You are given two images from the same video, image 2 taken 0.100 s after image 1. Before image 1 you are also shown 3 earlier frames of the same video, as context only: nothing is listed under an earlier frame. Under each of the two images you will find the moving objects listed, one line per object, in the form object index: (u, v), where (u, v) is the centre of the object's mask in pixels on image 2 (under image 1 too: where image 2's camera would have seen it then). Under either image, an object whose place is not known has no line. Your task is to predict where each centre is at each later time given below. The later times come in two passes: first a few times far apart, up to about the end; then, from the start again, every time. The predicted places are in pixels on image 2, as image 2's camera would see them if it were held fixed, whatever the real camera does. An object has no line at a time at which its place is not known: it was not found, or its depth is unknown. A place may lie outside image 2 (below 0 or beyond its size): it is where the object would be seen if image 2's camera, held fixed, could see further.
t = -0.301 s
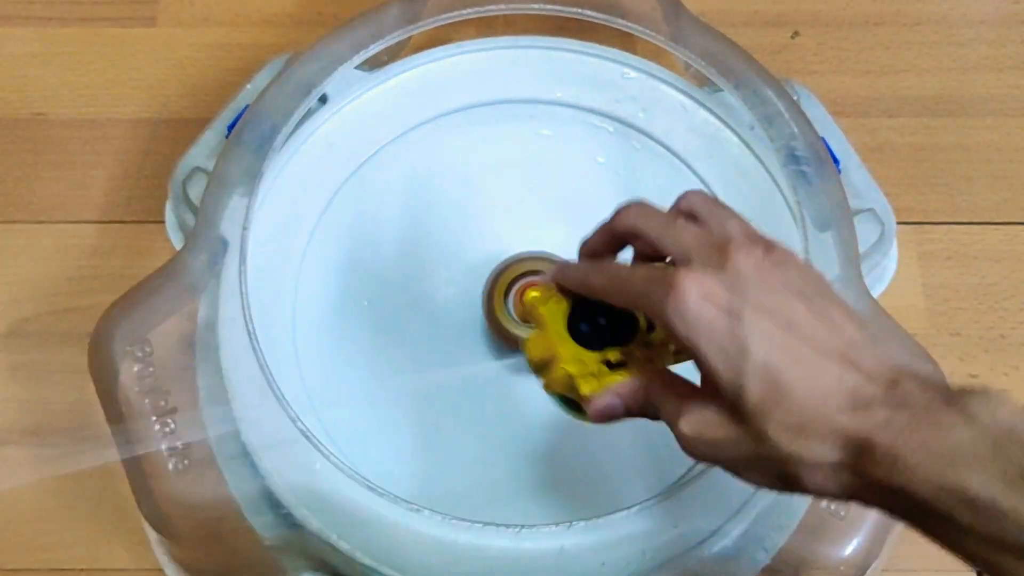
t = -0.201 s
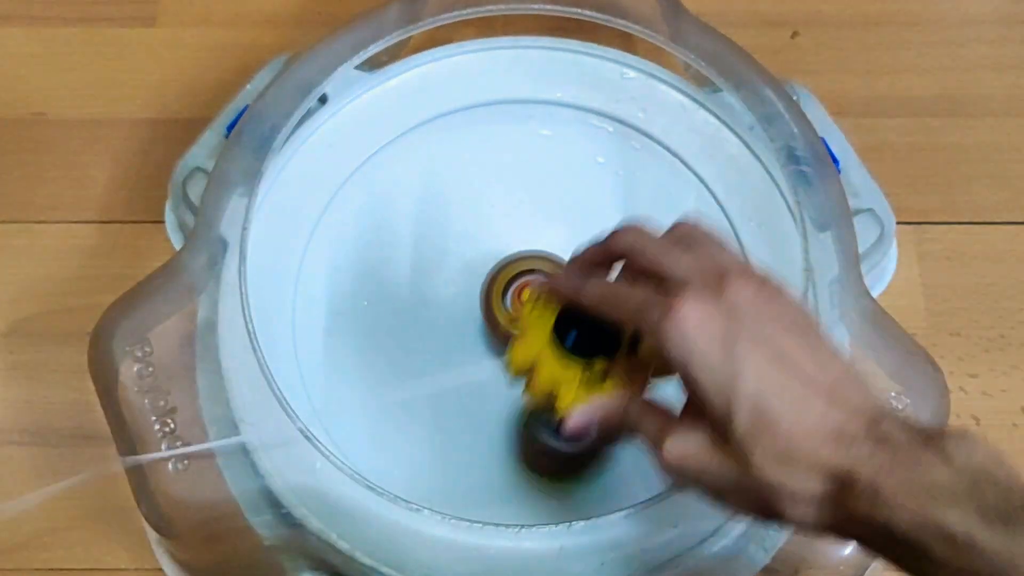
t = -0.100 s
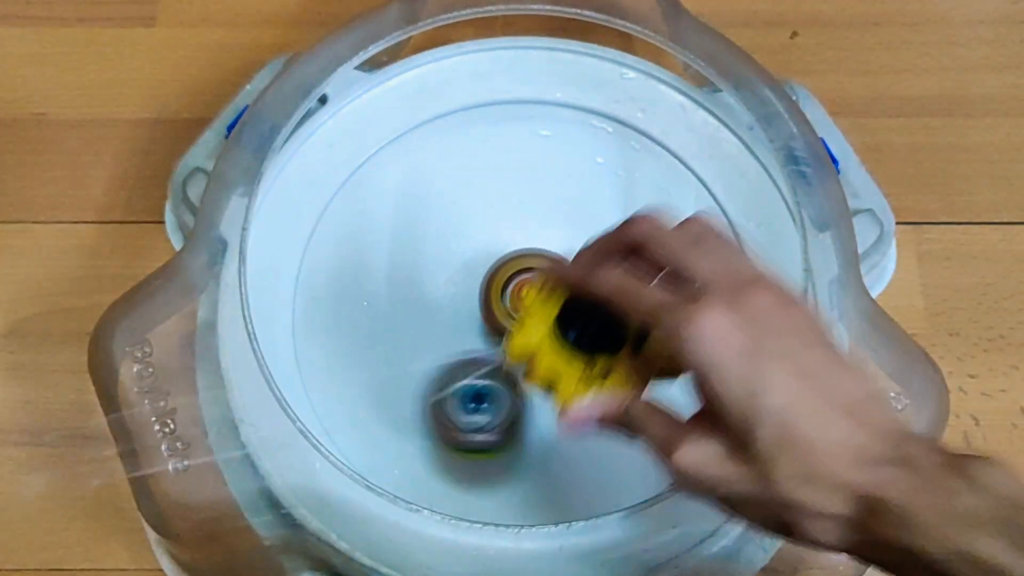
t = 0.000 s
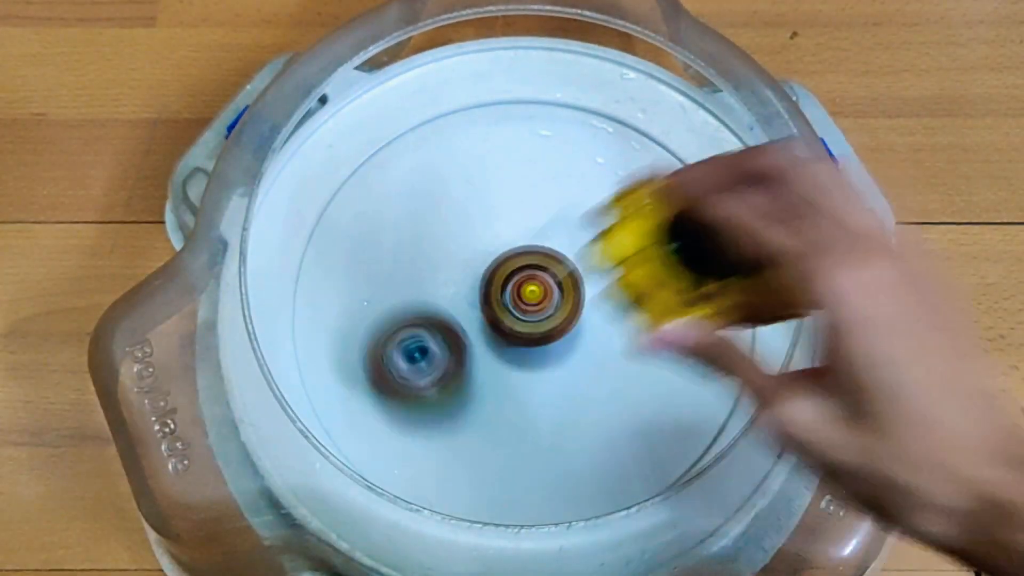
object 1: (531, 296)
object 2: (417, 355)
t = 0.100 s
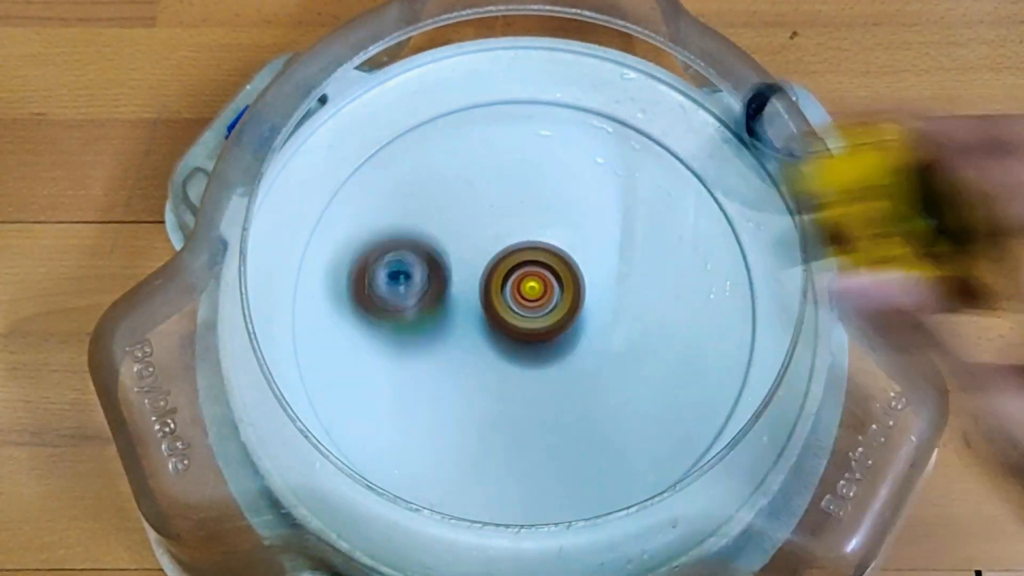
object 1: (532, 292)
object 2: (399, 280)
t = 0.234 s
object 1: (536, 287)
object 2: (453, 172)
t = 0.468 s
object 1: (535, 294)
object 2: (683, 108)
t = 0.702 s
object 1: (534, 285)
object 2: (752, 290)
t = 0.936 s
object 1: (532, 293)
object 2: (591, 442)
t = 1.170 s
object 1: (528, 285)
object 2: (447, 376)
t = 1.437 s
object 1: (556, 286)
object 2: (423, 296)
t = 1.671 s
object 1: (549, 313)
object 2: (440, 277)
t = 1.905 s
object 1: (542, 321)
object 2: (443, 269)
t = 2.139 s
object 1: (576, 346)
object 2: (432, 260)
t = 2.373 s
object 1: (557, 360)
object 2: (448, 275)
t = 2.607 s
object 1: (550, 334)
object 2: (444, 287)
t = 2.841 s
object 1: (573, 306)
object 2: (448, 295)
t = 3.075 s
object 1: (596, 297)
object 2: (460, 301)
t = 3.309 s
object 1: (591, 297)
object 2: (474, 310)
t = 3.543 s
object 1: (646, 298)
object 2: (426, 317)
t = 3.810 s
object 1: (588, 324)
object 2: (476, 306)
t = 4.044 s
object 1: (589, 283)
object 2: (453, 295)
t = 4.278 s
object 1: (586, 252)
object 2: (474, 293)
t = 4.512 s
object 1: (583, 240)
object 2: (486, 303)
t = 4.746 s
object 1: (568, 227)
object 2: (493, 317)
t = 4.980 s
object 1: (557, 219)
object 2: (514, 323)
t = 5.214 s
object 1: (541, 206)
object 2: (533, 330)
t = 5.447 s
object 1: (535, 212)
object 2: (549, 346)
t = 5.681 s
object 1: (531, 229)
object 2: (558, 348)
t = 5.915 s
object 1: (490, 261)
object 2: (571, 347)
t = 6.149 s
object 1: (459, 285)
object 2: (575, 334)
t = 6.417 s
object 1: (433, 310)
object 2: (569, 314)
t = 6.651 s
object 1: (448, 315)
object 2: (557, 301)
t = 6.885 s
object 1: (428, 352)
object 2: (588, 272)
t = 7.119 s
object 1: (428, 355)
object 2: (563, 271)
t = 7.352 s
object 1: (480, 368)
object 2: (545, 263)
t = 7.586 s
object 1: (512, 391)
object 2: (532, 261)
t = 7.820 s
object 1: (541, 386)
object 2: (521, 269)
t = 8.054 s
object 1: (584, 373)
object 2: (504, 265)
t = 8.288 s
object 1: (612, 348)
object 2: (505, 277)
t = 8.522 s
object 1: (618, 301)
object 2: (509, 289)
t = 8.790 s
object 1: (619, 260)
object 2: (512, 301)
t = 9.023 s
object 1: (600, 226)
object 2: (504, 325)
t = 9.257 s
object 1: (567, 212)
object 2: (514, 331)
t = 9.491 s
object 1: (520, 222)
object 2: (534, 324)
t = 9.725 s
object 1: (470, 239)
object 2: (547, 315)
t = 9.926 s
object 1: (437, 271)
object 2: (560, 304)
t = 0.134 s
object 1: (532, 290)
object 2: (404, 251)
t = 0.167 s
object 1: (533, 288)
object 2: (415, 222)
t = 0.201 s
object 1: (535, 287)
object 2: (432, 197)
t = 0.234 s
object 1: (536, 287)
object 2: (453, 172)
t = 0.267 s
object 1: (538, 288)
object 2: (479, 148)
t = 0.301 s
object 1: (539, 289)
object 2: (508, 130)
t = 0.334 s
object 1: (540, 291)
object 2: (543, 113)
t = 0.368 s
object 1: (539, 292)
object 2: (577, 102)
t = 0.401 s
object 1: (538, 293)
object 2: (614, 98)
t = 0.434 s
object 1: (536, 294)
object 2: (652, 101)
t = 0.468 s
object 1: (535, 294)
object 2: (683, 108)
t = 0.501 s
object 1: (533, 293)
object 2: (705, 128)
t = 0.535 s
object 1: (531, 291)
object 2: (723, 156)
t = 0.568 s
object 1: (530, 289)
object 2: (736, 182)
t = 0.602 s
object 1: (530, 287)
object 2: (745, 210)
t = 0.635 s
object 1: (531, 286)
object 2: (751, 238)
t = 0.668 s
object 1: (532, 285)
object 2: (754, 262)
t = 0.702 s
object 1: (534, 285)
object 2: (752, 290)
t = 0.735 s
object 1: (535, 286)
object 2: (742, 324)
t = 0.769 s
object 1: (536, 287)
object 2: (725, 357)
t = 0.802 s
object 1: (537, 288)
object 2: (704, 382)
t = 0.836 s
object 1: (537, 290)
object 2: (680, 405)
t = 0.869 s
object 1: (536, 292)
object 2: (653, 422)
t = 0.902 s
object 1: (534, 293)
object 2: (623, 435)
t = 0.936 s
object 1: (532, 293)
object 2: (591, 442)
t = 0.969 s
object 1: (531, 292)
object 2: (563, 443)
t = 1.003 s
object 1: (529, 291)
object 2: (536, 440)
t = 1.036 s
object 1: (528, 290)
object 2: (513, 432)
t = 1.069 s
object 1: (528, 289)
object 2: (490, 421)
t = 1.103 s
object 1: (528, 288)
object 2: (473, 407)
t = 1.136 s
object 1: (527, 286)
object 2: (457, 392)
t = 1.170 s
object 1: (528, 285)
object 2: (447, 376)
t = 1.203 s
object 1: (528, 284)
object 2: (439, 361)
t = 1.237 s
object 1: (529, 284)
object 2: (434, 346)
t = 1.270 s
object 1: (530, 284)
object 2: (432, 332)
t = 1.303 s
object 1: (535, 283)
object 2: (428, 322)
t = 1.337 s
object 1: (542, 281)
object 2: (423, 314)
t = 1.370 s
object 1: (548, 282)
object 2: (421, 307)
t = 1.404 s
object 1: (552, 283)
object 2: (422, 301)
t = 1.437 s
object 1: (556, 286)
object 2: (423, 296)
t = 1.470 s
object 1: (558, 290)
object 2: (425, 292)
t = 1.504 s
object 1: (560, 295)
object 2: (427, 288)
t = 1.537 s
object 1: (560, 299)
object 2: (430, 285)
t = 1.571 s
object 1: (559, 304)
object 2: (432, 282)
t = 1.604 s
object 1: (557, 307)
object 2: (435, 280)
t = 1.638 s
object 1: (554, 311)
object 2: (438, 279)
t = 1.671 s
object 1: (549, 313)
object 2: (440, 277)
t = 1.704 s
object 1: (545, 315)
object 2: (442, 276)
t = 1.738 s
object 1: (545, 317)
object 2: (440, 274)
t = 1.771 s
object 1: (546, 319)
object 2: (438, 272)
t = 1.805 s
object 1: (545, 320)
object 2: (438, 270)
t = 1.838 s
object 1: (545, 321)
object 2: (439, 269)
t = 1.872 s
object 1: (543, 322)
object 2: (441, 269)
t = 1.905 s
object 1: (542, 321)
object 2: (443, 269)
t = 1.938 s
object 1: (541, 321)
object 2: (445, 271)
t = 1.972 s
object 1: (550, 324)
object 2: (440, 269)
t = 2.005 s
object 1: (560, 328)
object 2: (431, 264)
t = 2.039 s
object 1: (568, 333)
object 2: (428, 262)
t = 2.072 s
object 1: (572, 337)
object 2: (428, 261)
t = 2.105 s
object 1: (575, 341)
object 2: (430, 260)
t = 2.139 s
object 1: (576, 346)
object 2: (432, 260)
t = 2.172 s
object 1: (576, 350)
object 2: (435, 261)
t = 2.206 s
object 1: (575, 354)
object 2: (439, 263)
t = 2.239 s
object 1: (572, 358)
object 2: (441, 265)
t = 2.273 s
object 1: (569, 360)
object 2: (443, 268)
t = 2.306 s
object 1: (565, 361)
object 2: (445, 271)
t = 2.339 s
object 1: (561, 361)
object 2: (447, 273)
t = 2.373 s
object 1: (557, 360)
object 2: (448, 275)
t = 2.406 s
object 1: (554, 359)
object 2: (449, 278)
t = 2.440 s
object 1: (550, 356)
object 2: (450, 281)
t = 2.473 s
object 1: (546, 352)
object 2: (451, 283)
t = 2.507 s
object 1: (542, 347)
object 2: (453, 286)
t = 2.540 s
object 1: (544, 343)
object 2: (449, 286)
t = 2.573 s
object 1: (547, 339)
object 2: (445, 286)
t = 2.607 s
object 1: (550, 334)
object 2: (444, 287)
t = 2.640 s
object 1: (553, 330)
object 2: (444, 288)
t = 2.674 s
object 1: (556, 325)
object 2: (444, 289)
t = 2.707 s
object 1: (559, 321)
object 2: (445, 291)
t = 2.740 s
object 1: (562, 317)
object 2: (445, 292)
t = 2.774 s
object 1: (566, 313)
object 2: (446, 294)
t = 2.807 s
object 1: (569, 309)
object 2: (447, 295)
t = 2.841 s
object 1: (573, 306)
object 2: (448, 295)
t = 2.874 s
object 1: (577, 303)
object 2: (449, 296)
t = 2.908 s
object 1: (581, 301)
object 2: (451, 297)
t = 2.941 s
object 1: (584, 299)
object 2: (452, 298)
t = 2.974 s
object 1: (588, 298)
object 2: (454, 299)
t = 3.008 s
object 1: (591, 297)
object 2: (455, 300)
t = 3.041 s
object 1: (594, 297)
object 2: (457, 300)
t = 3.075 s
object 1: (596, 297)
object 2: (460, 301)
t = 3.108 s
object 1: (597, 297)
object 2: (462, 303)
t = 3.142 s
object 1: (597, 298)
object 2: (465, 304)
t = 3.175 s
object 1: (596, 299)
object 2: (467, 305)
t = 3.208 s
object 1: (594, 299)
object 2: (471, 305)
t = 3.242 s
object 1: (592, 300)
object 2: (474, 306)
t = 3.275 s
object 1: (589, 299)
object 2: (477, 307)
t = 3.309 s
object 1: (591, 297)
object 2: (474, 310)
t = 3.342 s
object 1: (608, 290)
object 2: (452, 316)
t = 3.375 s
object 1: (621, 286)
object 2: (435, 320)
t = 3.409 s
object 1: (629, 285)
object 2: (426, 322)
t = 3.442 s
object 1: (635, 287)
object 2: (422, 321)
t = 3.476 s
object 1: (640, 289)
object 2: (421, 320)
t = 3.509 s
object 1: (644, 293)
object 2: (423, 319)
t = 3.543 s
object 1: (646, 298)
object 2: (426, 317)
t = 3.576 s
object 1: (647, 304)
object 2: (430, 316)
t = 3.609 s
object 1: (644, 310)
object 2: (436, 314)
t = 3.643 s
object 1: (640, 317)
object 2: (441, 312)
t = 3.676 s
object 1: (632, 322)
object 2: (449, 311)
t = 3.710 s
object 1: (622, 327)
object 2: (455, 310)
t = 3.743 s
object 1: (610, 329)
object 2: (462, 308)
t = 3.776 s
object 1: (599, 328)
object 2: (469, 307)
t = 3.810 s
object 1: (588, 324)
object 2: (476, 306)
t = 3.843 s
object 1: (588, 318)
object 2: (469, 305)
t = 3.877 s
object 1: (592, 311)
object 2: (459, 304)
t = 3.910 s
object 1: (592, 304)
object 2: (452, 302)
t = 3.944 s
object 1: (592, 299)
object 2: (450, 300)
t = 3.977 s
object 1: (591, 293)
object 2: (449, 298)
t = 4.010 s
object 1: (590, 288)
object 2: (450, 297)
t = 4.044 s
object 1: (589, 283)
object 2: (453, 295)
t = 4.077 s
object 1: (589, 279)
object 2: (456, 294)
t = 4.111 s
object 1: (587, 274)
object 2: (461, 293)
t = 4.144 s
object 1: (585, 271)
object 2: (465, 292)
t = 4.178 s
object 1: (583, 267)
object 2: (471, 291)
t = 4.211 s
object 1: (581, 263)
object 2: (475, 290)
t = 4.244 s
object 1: (583, 257)
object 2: (474, 292)
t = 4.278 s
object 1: (586, 252)
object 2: (474, 293)
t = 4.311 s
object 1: (587, 248)
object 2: (475, 294)
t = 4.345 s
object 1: (587, 247)
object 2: (476, 294)
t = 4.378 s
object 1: (587, 246)
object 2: (479, 295)
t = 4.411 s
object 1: (585, 246)
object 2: (482, 295)
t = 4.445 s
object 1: (583, 246)
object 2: (486, 295)
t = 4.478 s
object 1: (583, 244)
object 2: (487, 298)
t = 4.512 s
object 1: (583, 240)
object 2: (486, 303)
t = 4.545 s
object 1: (583, 238)
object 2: (488, 305)
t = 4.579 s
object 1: (581, 238)
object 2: (489, 306)
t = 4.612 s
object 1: (579, 238)
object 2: (491, 307)
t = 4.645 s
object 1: (576, 238)
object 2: (493, 307)
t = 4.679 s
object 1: (572, 236)
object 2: (494, 309)
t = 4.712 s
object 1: (570, 230)
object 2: (493, 314)
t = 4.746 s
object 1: (568, 227)
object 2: (493, 317)
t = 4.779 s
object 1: (566, 223)
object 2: (493, 320)
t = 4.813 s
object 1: (565, 221)
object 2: (495, 322)
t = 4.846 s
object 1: (564, 219)
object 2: (497, 323)
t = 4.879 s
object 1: (563, 218)
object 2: (501, 323)
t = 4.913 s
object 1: (563, 217)
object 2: (504, 324)
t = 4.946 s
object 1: (562, 218)
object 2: (507, 324)
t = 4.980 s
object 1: (557, 219)
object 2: (514, 323)
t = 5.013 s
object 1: (553, 221)
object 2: (517, 322)
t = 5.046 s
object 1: (549, 221)
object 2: (520, 322)
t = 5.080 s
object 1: (545, 221)
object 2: (523, 321)
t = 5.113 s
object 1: (542, 217)
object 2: (526, 325)
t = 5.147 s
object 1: (540, 212)
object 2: (528, 328)
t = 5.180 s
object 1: (540, 208)
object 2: (530, 330)
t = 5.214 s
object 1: (541, 206)
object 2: (533, 330)
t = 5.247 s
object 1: (542, 207)
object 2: (535, 330)
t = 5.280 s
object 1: (543, 209)
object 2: (537, 329)
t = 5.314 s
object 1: (544, 213)
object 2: (539, 328)
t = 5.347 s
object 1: (545, 218)
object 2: (541, 326)
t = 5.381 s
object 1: (543, 222)
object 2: (544, 327)
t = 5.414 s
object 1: (538, 217)
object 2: (547, 339)
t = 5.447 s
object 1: (535, 212)
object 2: (549, 346)
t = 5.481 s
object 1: (535, 209)
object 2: (551, 350)
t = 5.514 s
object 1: (535, 208)
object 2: (551, 350)
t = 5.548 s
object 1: (535, 209)
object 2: (552, 350)
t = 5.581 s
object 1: (536, 212)
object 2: (554, 350)
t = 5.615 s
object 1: (536, 217)
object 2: (555, 350)
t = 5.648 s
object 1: (534, 223)
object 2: (557, 349)
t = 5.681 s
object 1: (531, 229)
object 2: (558, 348)
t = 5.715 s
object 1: (527, 235)
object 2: (559, 347)
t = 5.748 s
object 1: (522, 241)
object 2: (561, 345)
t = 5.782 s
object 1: (518, 248)
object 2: (562, 344)
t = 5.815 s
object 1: (513, 253)
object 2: (563, 344)
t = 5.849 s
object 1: (505, 256)
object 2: (569, 346)
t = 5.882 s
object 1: (497, 259)
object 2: (572, 347)
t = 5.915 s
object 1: (490, 261)
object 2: (571, 347)
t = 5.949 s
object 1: (484, 264)
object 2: (571, 346)
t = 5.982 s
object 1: (479, 267)
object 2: (572, 344)
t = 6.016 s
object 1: (474, 271)
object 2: (573, 343)
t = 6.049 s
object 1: (470, 274)
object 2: (573, 341)
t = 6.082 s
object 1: (466, 277)
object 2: (574, 338)
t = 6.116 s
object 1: (462, 281)
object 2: (574, 336)
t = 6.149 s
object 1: (459, 285)
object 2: (575, 334)
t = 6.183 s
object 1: (455, 289)
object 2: (575, 332)
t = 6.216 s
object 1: (452, 293)
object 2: (575, 329)
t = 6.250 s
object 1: (448, 297)
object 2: (574, 327)
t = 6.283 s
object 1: (445, 300)
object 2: (574, 324)
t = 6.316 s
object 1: (442, 303)
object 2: (573, 322)
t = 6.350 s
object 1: (439, 305)
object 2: (572, 319)
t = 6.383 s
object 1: (436, 308)
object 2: (570, 317)
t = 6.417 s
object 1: (433, 310)
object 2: (569, 314)
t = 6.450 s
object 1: (431, 311)
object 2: (568, 312)
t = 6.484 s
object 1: (431, 311)
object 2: (566, 310)
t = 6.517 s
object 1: (431, 311)
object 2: (565, 308)
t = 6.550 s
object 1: (434, 311)
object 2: (563, 306)
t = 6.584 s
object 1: (437, 312)
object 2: (560, 304)
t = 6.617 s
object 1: (442, 313)
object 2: (558, 303)
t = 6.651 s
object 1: (448, 315)
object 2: (557, 301)
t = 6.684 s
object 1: (448, 319)
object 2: (560, 297)
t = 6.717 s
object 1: (451, 323)
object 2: (560, 295)
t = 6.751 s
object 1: (455, 328)
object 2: (559, 294)
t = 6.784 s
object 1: (449, 335)
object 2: (565, 289)
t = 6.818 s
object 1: (438, 345)
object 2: (577, 282)
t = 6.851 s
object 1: (432, 350)
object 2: (585, 275)
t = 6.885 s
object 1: (428, 352)
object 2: (588, 272)
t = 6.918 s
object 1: (425, 354)
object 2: (587, 270)
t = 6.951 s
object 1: (423, 356)
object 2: (585, 270)
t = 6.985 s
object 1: (421, 357)
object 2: (581, 270)
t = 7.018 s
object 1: (421, 357)
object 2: (577, 270)
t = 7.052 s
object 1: (422, 357)
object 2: (572, 270)
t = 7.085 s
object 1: (425, 356)
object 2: (568, 270)
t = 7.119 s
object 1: (428, 355)
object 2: (563, 271)
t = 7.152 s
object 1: (434, 354)
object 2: (559, 272)
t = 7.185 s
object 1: (441, 354)
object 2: (556, 273)
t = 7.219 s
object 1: (450, 353)
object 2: (552, 274)
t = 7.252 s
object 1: (458, 352)
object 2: (548, 275)
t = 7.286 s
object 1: (467, 352)
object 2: (544, 276)
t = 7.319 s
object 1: (474, 361)
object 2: (545, 270)
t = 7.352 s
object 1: (480, 368)
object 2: (545, 263)
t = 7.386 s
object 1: (486, 373)
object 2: (544, 260)
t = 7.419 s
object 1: (491, 378)
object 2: (542, 261)
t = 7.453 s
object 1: (496, 382)
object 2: (540, 260)
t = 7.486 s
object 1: (501, 385)
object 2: (538, 260)
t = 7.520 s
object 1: (505, 388)
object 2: (536, 260)
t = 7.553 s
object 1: (508, 389)
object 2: (534, 261)
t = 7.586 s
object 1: (512, 391)
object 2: (532, 261)
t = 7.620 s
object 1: (515, 392)
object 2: (530, 262)
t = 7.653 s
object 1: (519, 393)
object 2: (529, 262)
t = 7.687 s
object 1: (523, 393)
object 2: (527, 264)
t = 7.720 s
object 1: (528, 392)
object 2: (525, 265)
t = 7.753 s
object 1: (532, 391)
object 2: (524, 266)
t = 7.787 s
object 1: (536, 388)
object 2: (522, 268)
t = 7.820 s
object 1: (541, 386)
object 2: (521, 269)
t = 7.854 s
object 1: (545, 382)
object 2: (520, 271)
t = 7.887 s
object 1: (549, 378)
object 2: (519, 274)
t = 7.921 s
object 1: (554, 375)
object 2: (518, 274)
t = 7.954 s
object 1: (560, 372)
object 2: (516, 275)
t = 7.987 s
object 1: (569, 373)
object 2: (511, 271)
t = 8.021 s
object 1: (577, 374)
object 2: (507, 266)
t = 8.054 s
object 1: (584, 373)
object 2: (504, 265)
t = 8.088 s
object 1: (590, 372)
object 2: (503, 265)
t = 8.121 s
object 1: (596, 370)
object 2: (504, 268)
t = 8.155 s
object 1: (601, 367)
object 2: (504, 269)
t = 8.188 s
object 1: (605, 363)
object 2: (504, 271)
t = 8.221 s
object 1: (608, 359)
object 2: (504, 273)
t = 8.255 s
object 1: (611, 354)
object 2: (504, 275)
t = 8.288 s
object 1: (612, 348)
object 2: (505, 277)
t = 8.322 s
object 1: (613, 342)
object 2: (505, 278)
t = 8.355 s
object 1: (612, 335)
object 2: (506, 281)
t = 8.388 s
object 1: (611, 328)
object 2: (507, 282)
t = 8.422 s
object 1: (611, 321)
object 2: (507, 284)
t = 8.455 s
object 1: (614, 313)
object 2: (507, 286)
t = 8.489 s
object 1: (616, 307)
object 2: (507, 289)
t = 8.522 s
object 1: (618, 301)
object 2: (509, 289)
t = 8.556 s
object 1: (619, 295)
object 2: (509, 291)
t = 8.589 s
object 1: (619, 289)
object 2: (510, 292)
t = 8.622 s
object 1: (619, 283)
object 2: (510, 294)
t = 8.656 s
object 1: (622, 277)
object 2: (507, 297)
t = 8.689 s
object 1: (623, 272)
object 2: (508, 298)
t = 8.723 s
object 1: (623, 268)
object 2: (510, 299)
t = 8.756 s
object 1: (621, 264)
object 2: (510, 299)
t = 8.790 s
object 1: (619, 260)
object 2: (512, 301)
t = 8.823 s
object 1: (616, 257)
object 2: (514, 302)
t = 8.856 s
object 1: (612, 254)
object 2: (515, 303)
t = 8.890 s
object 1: (608, 250)
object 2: (514, 307)
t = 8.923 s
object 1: (604, 246)
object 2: (516, 309)
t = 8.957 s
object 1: (601, 242)
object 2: (514, 311)
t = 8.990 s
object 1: (602, 233)
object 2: (508, 319)
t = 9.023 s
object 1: (600, 226)
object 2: (504, 325)
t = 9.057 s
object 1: (598, 222)
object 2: (503, 329)
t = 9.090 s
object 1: (595, 217)
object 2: (503, 329)
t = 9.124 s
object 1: (591, 214)
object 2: (505, 330)
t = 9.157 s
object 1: (586, 212)
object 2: (507, 330)
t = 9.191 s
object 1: (580, 211)
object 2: (508, 331)
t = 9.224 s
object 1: (574, 211)
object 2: (512, 331)
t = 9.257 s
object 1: (567, 212)
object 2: (514, 331)
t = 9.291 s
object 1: (561, 213)
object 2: (517, 330)
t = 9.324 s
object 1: (554, 215)
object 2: (520, 330)
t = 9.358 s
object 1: (548, 216)
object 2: (523, 329)
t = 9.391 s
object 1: (541, 217)
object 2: (526, 328)
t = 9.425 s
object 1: (535, 219)
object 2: (529, 327)
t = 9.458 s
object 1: (528, 220)
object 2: (531, 325)
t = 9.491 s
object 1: (520, 222)
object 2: (534, 324)
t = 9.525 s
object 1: (512, 223)
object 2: (536, 323)
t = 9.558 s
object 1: (505, 224)
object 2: (539, 322)
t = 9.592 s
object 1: (497, 226)
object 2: (541, 322)
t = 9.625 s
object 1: (490, 229)
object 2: (543, 320)
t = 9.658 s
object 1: (483, 233)
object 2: (544, 318)
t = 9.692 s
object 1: (476, 235)
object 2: (546, 317)
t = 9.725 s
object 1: (470, 239)
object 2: (547, 315)
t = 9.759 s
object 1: (465, 244)
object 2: (548, 314)
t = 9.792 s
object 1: (461, 249)
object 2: (549, 311)
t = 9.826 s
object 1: (457, 255)
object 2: (550, 308)
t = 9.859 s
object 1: (450, 259)
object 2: (553, 307)
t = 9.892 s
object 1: (442, 265)
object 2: (558, 306)
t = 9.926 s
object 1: (437, 271)
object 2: (560, 304)
